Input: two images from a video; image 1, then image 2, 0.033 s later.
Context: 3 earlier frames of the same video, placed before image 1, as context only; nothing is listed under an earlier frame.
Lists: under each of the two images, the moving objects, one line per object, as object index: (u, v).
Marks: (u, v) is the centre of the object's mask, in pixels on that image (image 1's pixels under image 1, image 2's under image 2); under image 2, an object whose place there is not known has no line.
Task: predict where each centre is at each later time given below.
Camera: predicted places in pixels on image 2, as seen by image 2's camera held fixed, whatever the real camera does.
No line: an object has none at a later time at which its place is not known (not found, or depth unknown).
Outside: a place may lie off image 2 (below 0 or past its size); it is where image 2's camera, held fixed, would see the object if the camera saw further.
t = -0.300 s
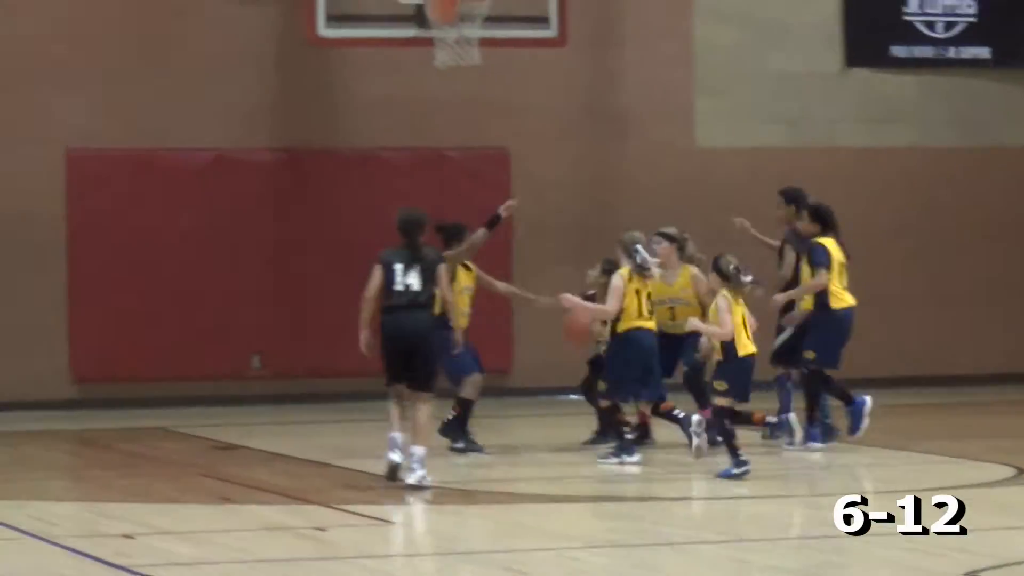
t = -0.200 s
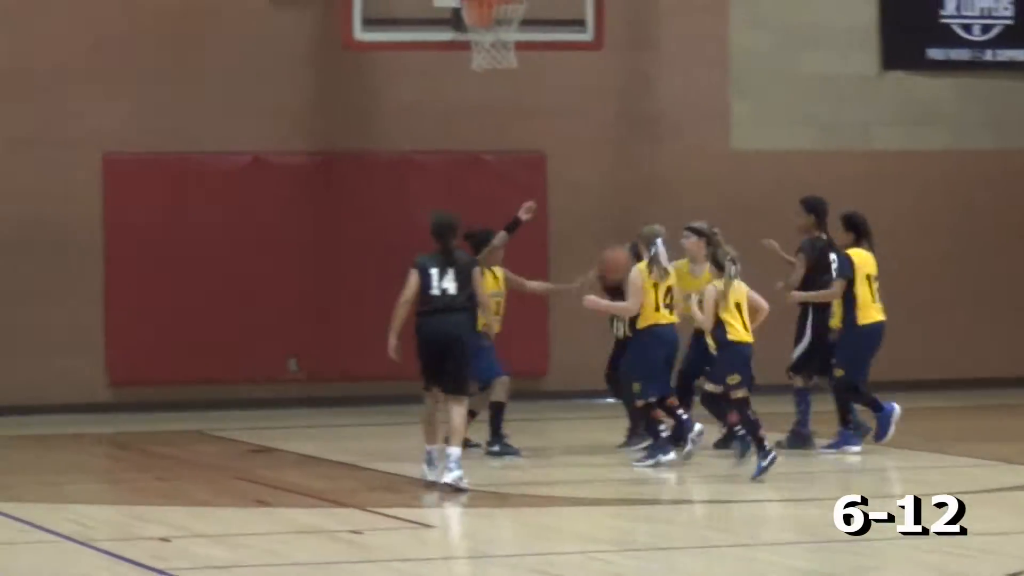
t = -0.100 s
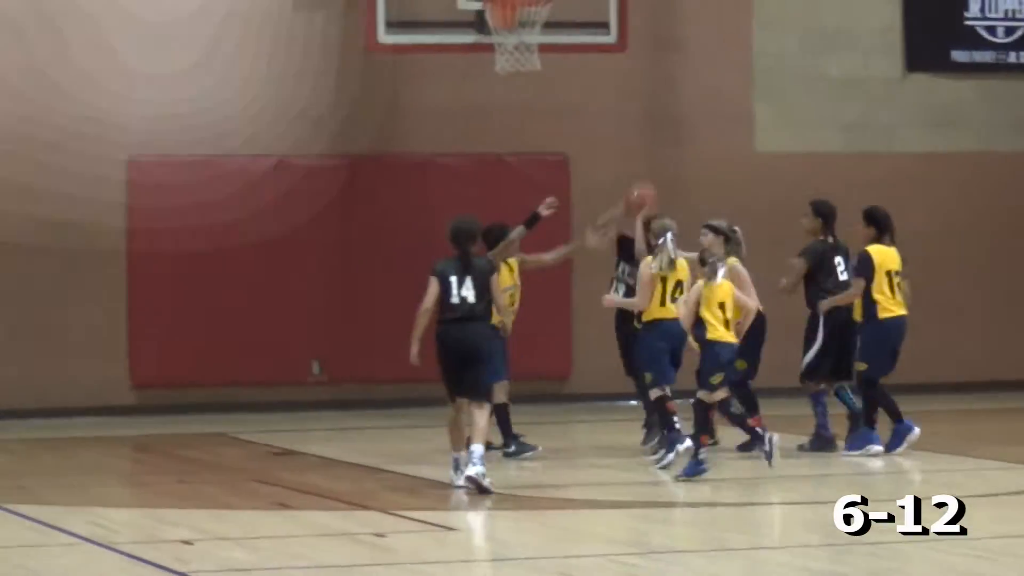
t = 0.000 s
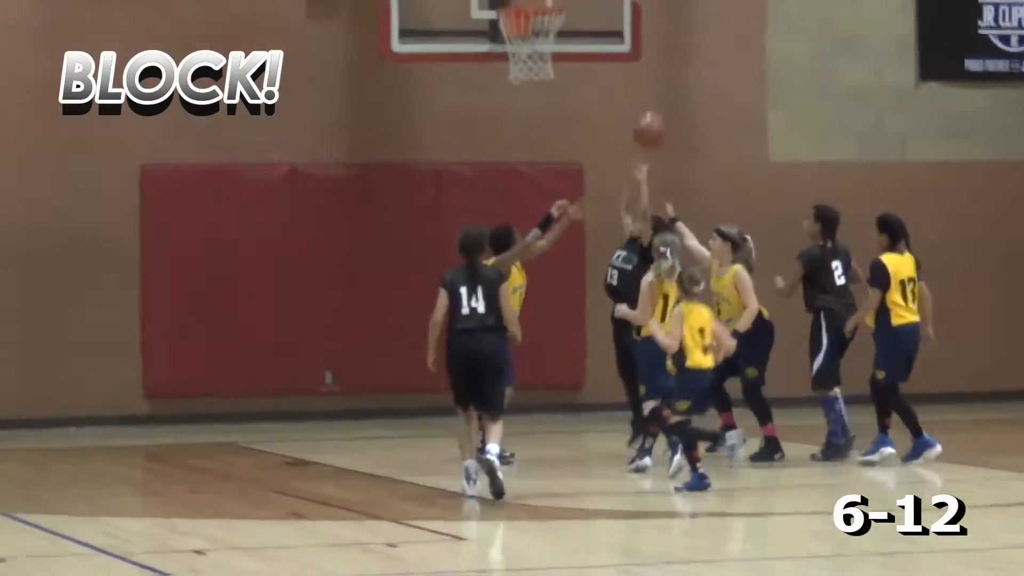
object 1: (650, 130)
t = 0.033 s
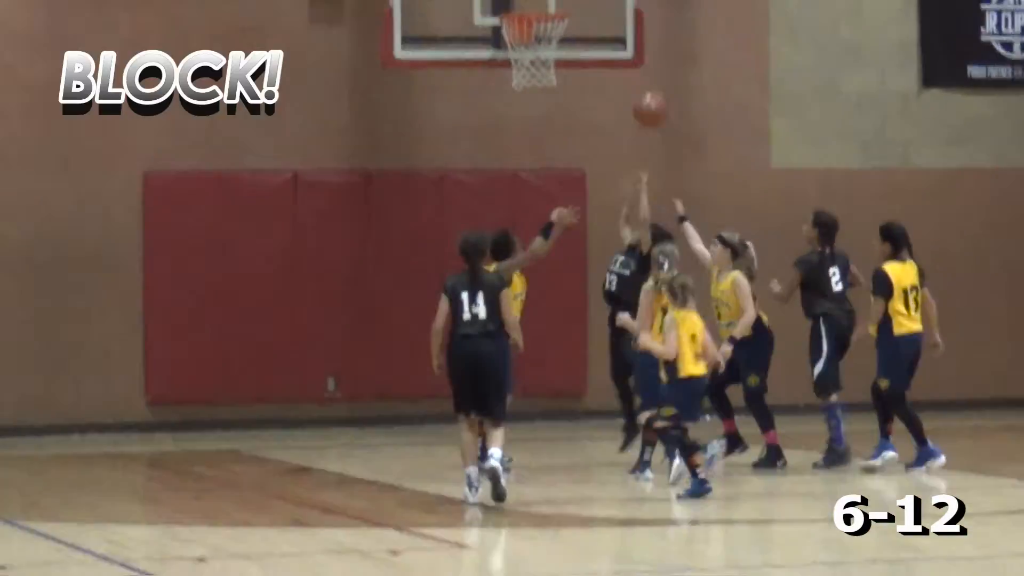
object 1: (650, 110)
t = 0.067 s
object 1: (649, 85)
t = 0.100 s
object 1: (646, 63)
